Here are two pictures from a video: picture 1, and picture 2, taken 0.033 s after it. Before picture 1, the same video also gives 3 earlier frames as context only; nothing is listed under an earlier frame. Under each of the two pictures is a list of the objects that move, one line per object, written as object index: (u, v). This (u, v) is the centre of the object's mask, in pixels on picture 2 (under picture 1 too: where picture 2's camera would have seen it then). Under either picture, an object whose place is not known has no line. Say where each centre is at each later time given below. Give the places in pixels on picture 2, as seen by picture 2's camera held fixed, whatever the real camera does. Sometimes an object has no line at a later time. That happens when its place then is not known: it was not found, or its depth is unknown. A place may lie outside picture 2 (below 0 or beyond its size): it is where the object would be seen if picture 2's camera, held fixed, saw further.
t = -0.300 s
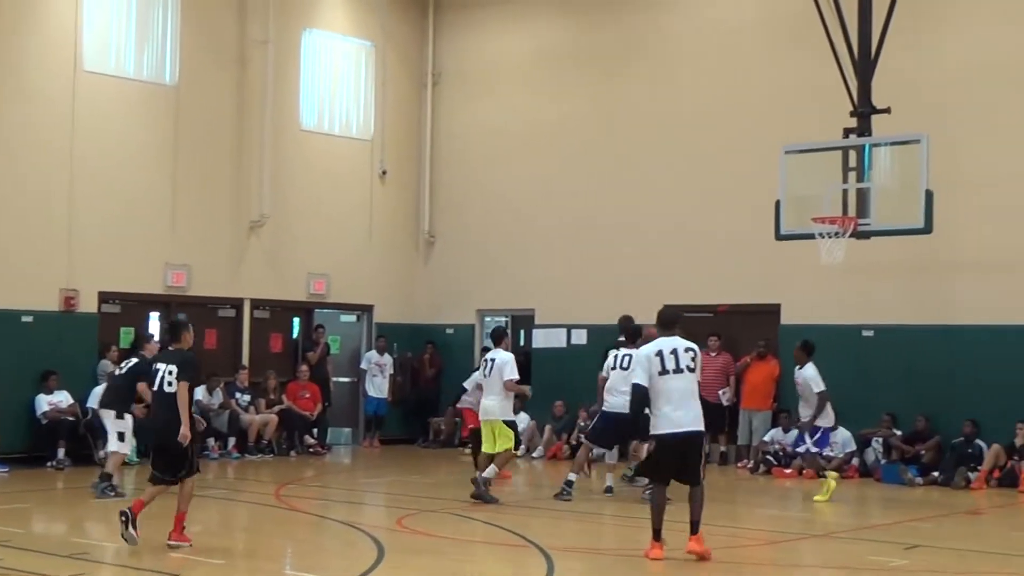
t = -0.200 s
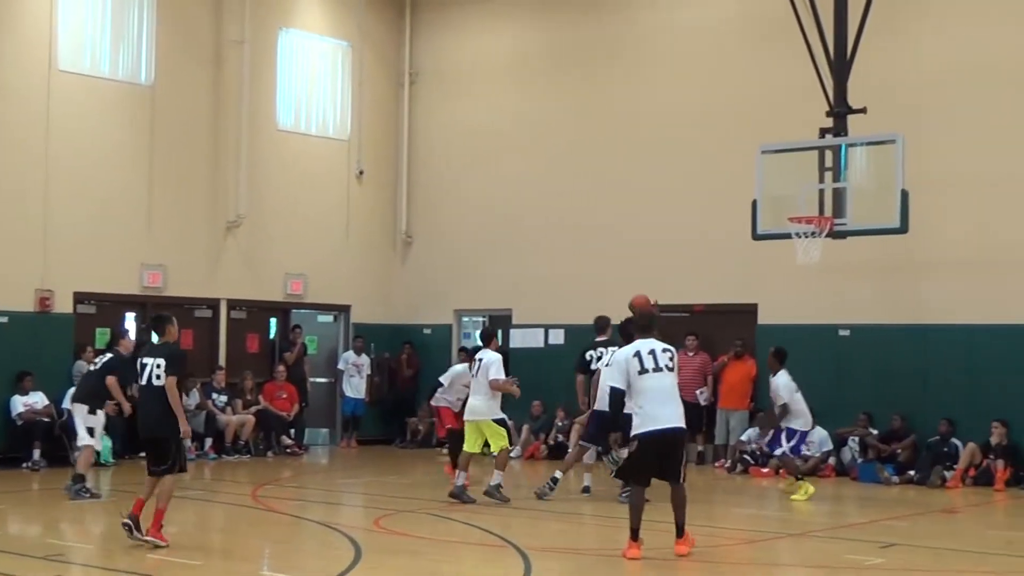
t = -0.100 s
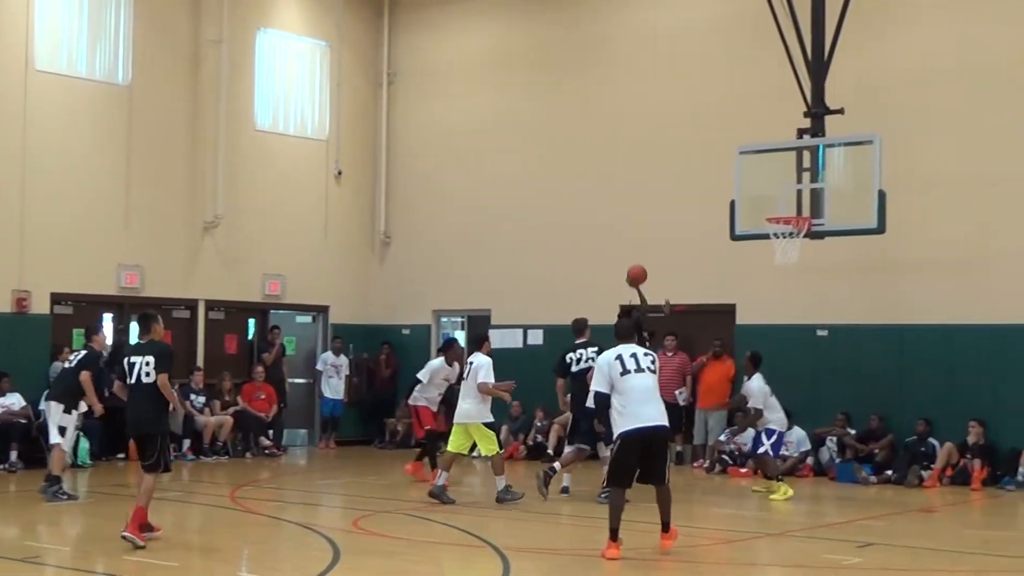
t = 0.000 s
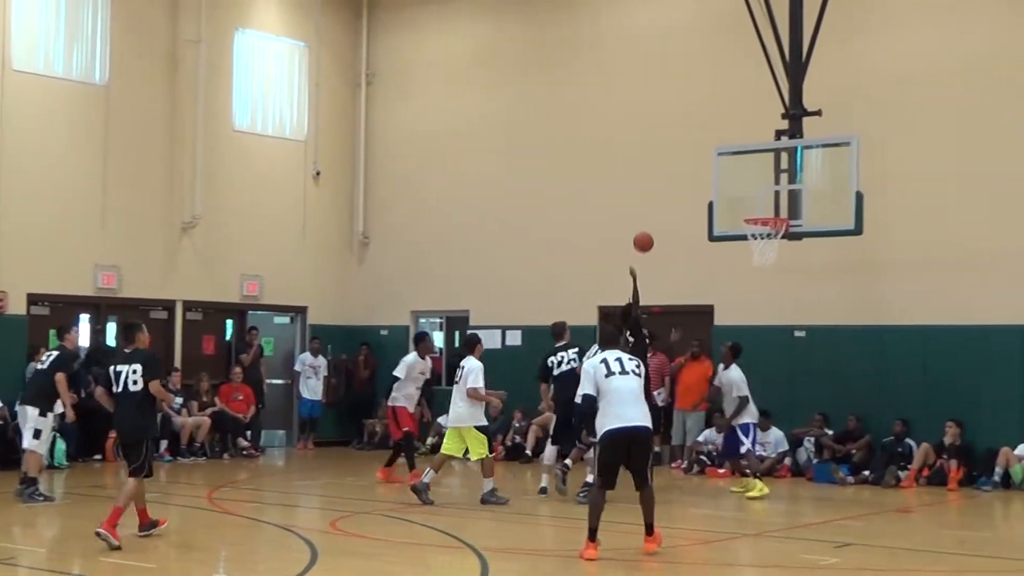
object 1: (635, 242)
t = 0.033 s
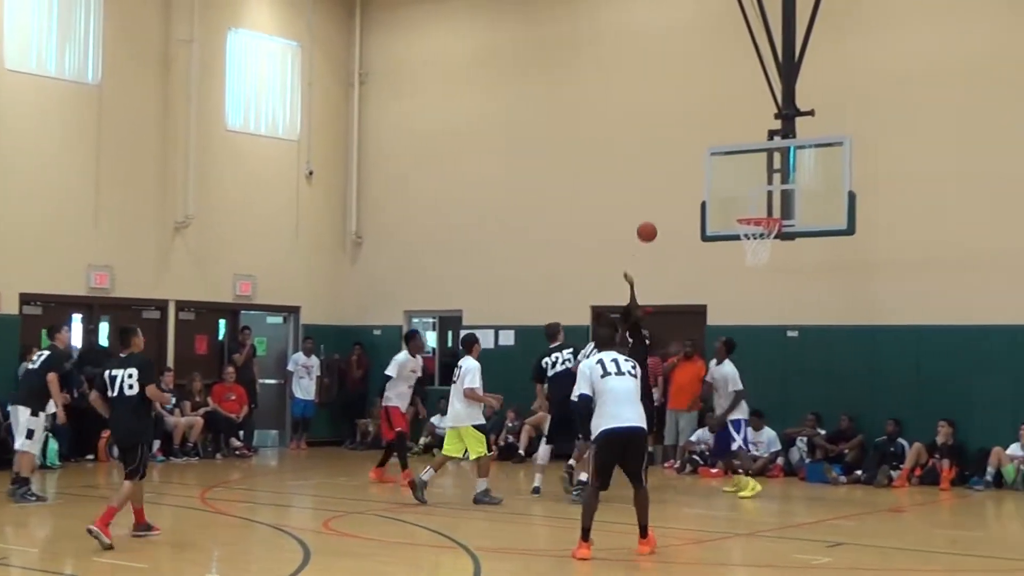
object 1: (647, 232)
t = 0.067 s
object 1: (658, 223)
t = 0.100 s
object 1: (669, 215)
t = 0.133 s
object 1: (679, 208)
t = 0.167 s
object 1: (690, 201)
